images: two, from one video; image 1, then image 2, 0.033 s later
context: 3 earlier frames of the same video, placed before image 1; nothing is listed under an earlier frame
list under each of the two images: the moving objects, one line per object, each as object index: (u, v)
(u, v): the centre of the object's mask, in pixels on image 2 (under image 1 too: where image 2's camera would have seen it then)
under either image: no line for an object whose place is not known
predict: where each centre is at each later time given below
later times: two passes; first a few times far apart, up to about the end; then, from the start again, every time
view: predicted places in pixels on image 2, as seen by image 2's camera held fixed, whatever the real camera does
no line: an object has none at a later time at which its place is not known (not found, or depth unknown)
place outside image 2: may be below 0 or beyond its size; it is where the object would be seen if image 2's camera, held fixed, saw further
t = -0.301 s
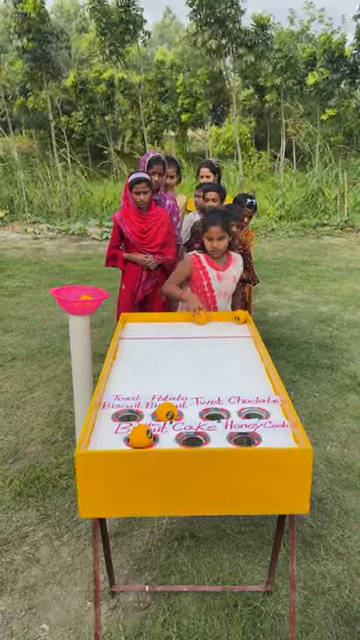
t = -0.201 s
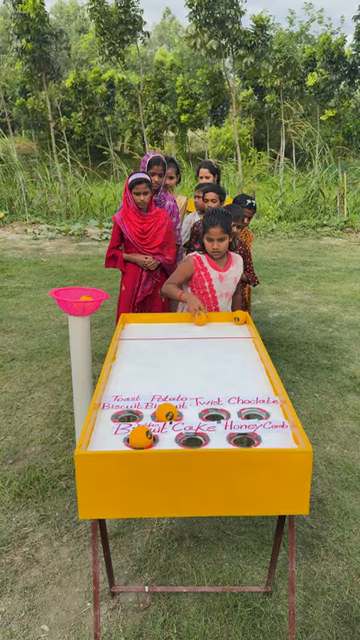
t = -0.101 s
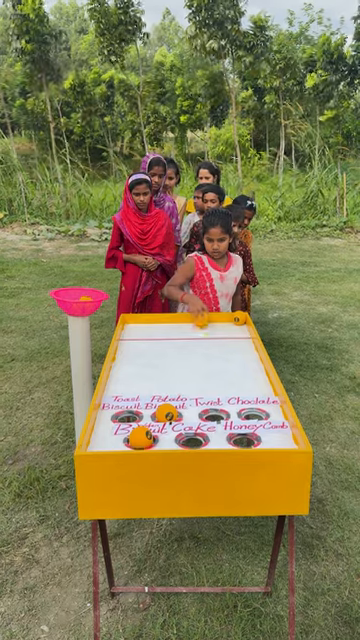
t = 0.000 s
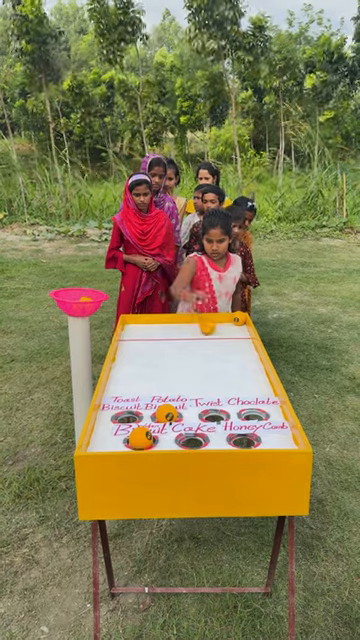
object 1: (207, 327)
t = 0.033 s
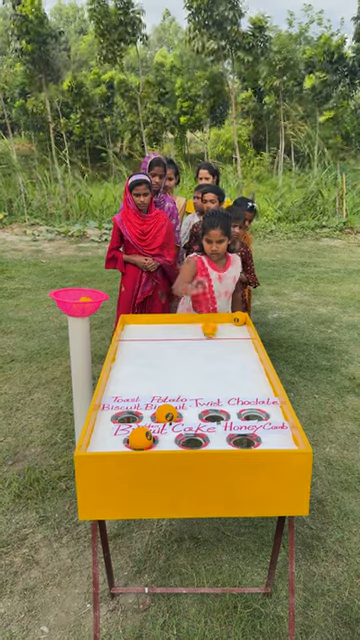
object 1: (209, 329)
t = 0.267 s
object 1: (224, 344)
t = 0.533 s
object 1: (244, 360)
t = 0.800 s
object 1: (260, 375)
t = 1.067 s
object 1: (262, 388)
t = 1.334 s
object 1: (264, 400)
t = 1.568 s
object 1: (264, 409)
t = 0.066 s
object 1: (212, 332)
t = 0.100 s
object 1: (214, 333)
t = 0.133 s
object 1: (216, 336)
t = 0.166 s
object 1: (218, 337)
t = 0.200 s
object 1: (220, 339)
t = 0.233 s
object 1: (222, 342)
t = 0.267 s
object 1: (224, 344)
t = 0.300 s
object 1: (227, 345)
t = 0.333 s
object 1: (229, 347)
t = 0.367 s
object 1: (232, 350)
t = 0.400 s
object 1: (234, 352)
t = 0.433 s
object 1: (236, 353)
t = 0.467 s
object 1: (239, 355)
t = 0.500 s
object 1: (241, 358)
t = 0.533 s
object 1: (244, 360)
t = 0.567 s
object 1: (246, 362)
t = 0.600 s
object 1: (249, 364)
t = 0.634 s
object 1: (251, 366)
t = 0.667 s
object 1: (253, 368)
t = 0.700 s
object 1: (257, 370)
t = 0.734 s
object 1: (259, 372)
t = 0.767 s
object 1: (260, 373)
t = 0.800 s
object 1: (260, 375)
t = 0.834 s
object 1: (261, 377)
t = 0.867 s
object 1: (261, 379)
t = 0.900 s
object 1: (261, 381)
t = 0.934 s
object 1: (262, 382)
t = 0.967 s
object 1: (262, 384)
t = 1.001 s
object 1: (262, 385)
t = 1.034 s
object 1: (262, 387)
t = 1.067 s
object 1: (262, 388)
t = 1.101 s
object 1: (263, 390)
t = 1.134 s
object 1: (264, 392)
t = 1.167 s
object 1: (264, 393)
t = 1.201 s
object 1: (264, 395)
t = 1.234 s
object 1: (264, 396)
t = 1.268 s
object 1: (265, 397)
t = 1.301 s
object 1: (264, 399)
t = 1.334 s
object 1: (264, 400)
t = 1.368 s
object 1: (265, 401)
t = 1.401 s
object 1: (265, 402)
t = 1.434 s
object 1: (265, 404)
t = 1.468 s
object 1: (265, 406)
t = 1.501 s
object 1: (264, 407)
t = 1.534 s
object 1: (264, 408)
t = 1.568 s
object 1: (264, 409)
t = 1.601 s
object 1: (264, 410)
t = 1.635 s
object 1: (264, 410)
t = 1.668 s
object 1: (264, 410)
